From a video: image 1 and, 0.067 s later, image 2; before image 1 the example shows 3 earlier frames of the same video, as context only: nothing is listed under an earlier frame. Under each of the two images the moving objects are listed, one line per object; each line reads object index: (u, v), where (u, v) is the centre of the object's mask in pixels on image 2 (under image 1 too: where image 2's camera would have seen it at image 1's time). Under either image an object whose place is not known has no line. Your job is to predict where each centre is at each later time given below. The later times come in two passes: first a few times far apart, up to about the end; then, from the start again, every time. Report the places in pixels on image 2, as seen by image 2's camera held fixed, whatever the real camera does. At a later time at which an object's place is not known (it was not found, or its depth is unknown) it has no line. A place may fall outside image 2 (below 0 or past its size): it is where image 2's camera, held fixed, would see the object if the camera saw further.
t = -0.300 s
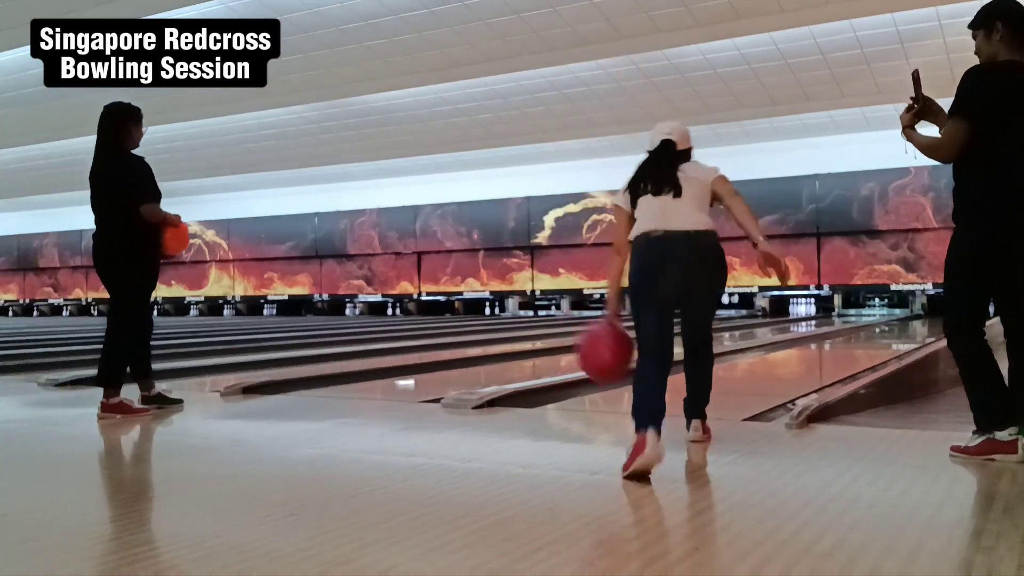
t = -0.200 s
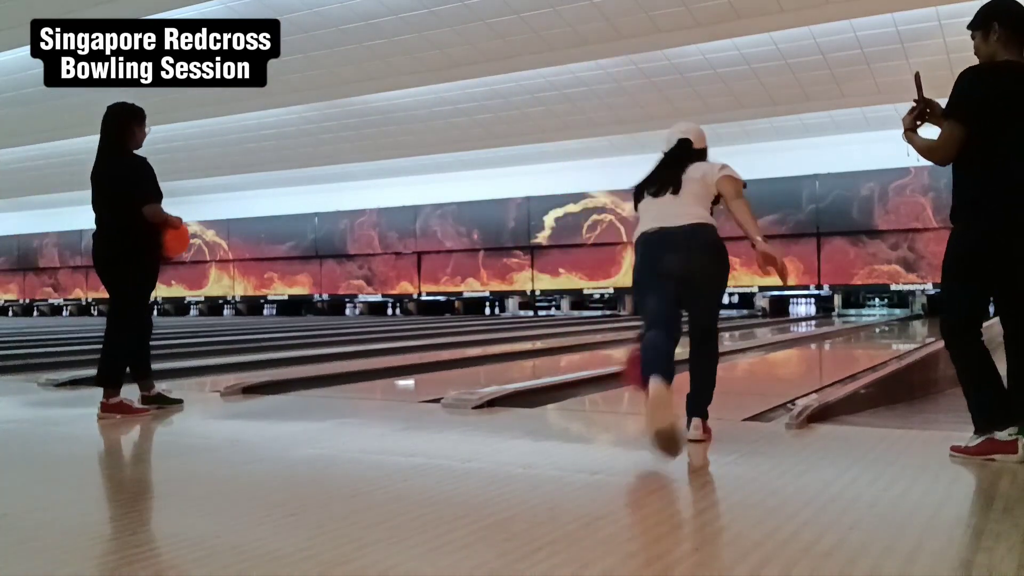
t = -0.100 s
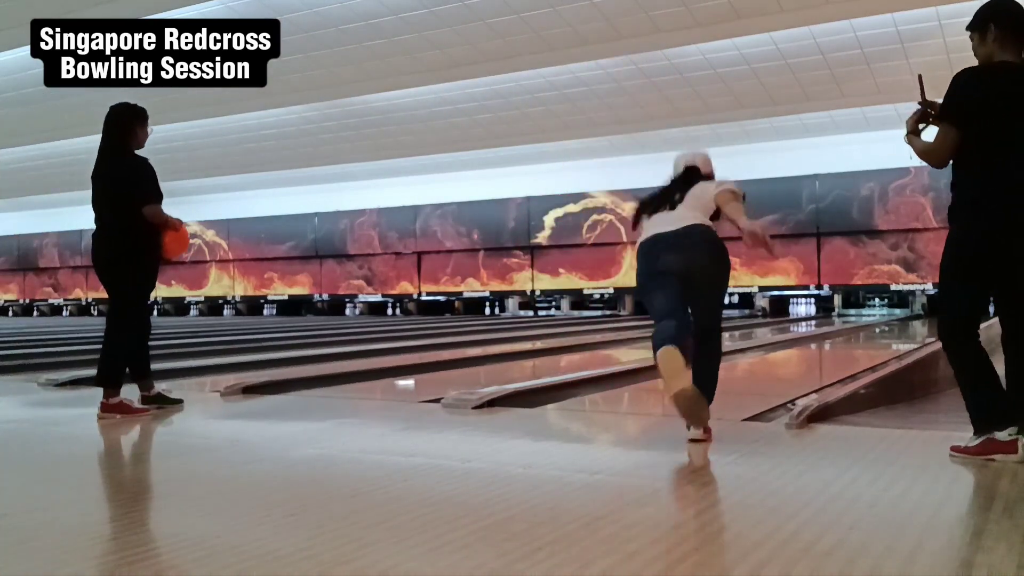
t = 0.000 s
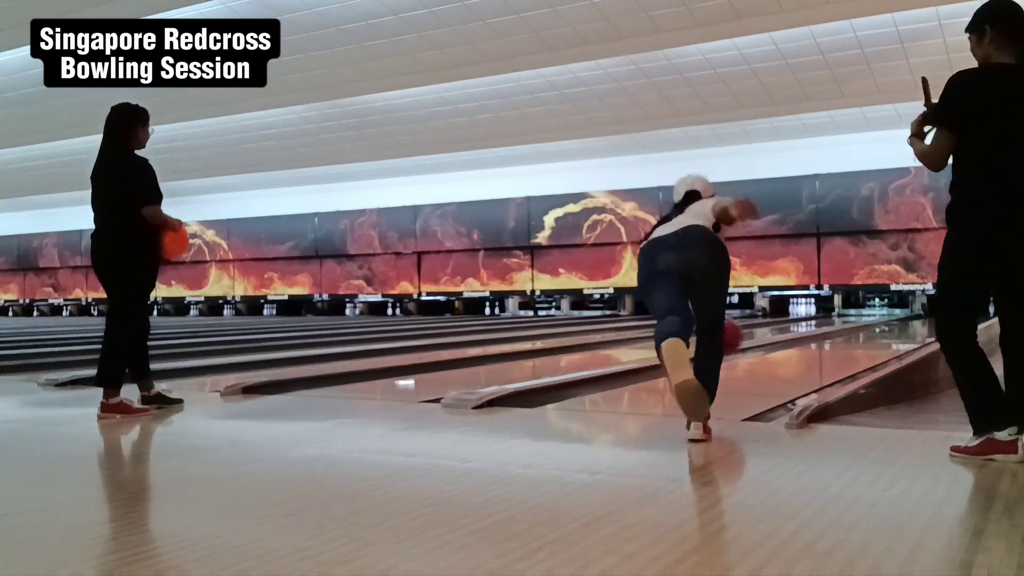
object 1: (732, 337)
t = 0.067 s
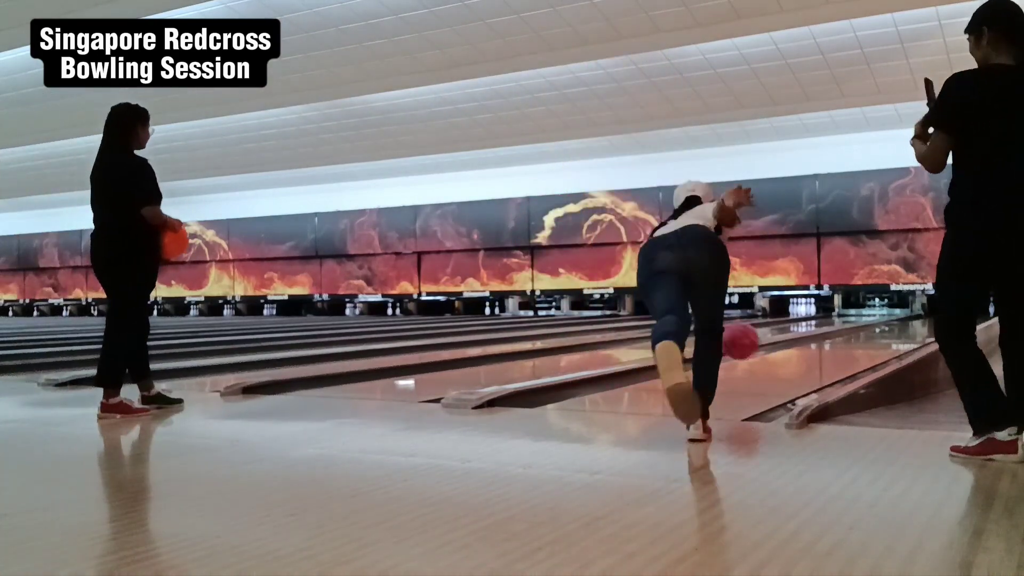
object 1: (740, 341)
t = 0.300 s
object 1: (789, 357)
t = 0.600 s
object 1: (829, 344)
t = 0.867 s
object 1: (853, 335)
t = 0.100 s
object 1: (749, 346)
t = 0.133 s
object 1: (758, 355)
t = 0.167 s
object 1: (764, 362)
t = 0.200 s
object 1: (771, 362)
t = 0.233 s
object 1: (777, 359)
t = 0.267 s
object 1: (783, 358)
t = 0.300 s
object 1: (789, 357)
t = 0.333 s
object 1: (794, 355)
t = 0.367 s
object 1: (799, 353)
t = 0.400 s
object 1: (804, 351)
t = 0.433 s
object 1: (809, 350)
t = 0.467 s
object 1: (813, 348)
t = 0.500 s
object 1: (817, 347)
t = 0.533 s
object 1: (821, 345)
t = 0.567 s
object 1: (826, 345)
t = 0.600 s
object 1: (829, 344)
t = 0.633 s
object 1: (832, 343)
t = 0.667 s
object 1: (836, 341)
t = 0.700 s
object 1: (839, 340)
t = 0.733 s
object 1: (842, 339)
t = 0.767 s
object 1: (844, 338)
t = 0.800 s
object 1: (848, 337)
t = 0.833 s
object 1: (851, 337)
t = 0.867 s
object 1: (853, 335)
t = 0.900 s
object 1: (855, 335)
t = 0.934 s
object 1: (858, 334)
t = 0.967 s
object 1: (861, 333)
